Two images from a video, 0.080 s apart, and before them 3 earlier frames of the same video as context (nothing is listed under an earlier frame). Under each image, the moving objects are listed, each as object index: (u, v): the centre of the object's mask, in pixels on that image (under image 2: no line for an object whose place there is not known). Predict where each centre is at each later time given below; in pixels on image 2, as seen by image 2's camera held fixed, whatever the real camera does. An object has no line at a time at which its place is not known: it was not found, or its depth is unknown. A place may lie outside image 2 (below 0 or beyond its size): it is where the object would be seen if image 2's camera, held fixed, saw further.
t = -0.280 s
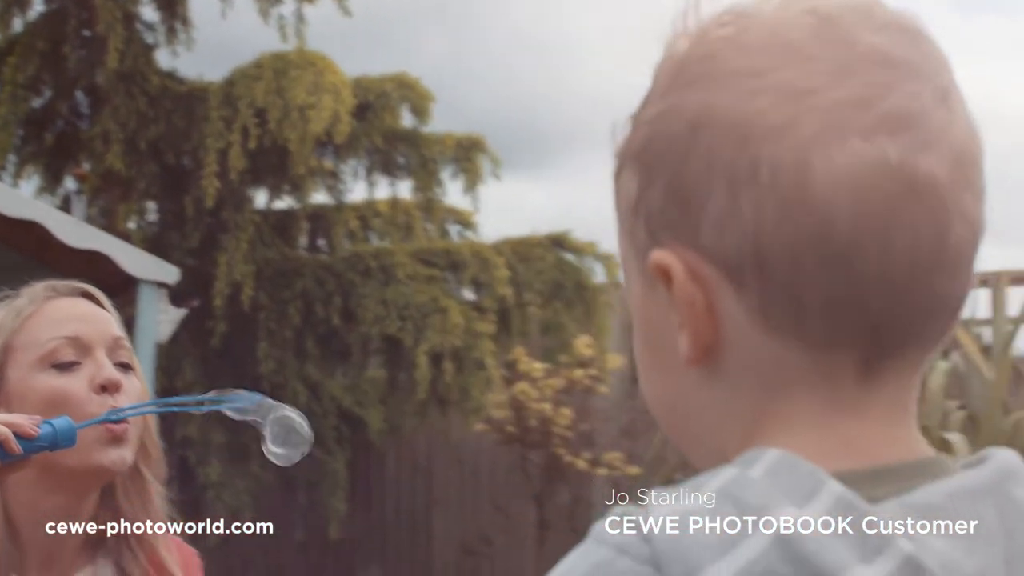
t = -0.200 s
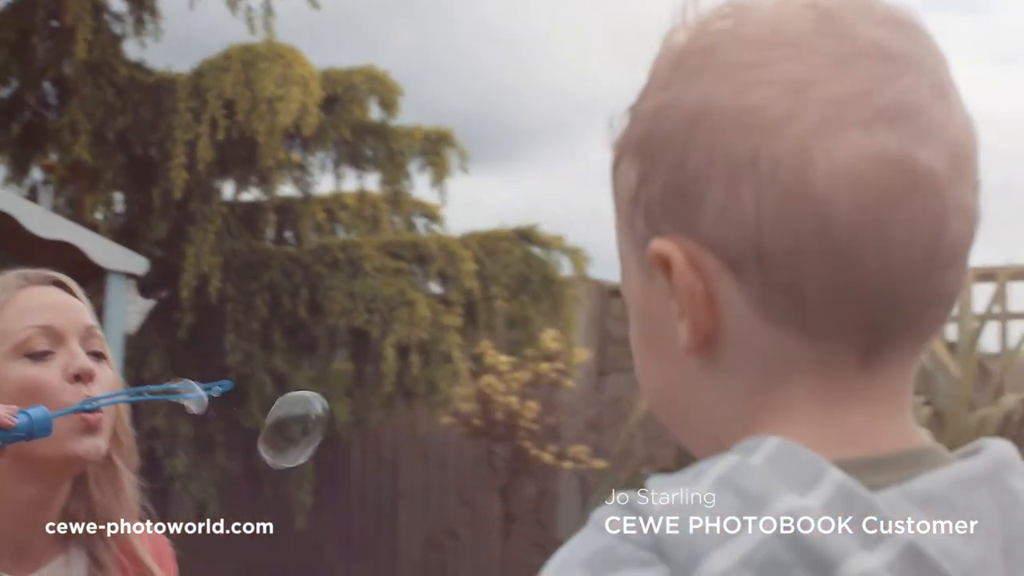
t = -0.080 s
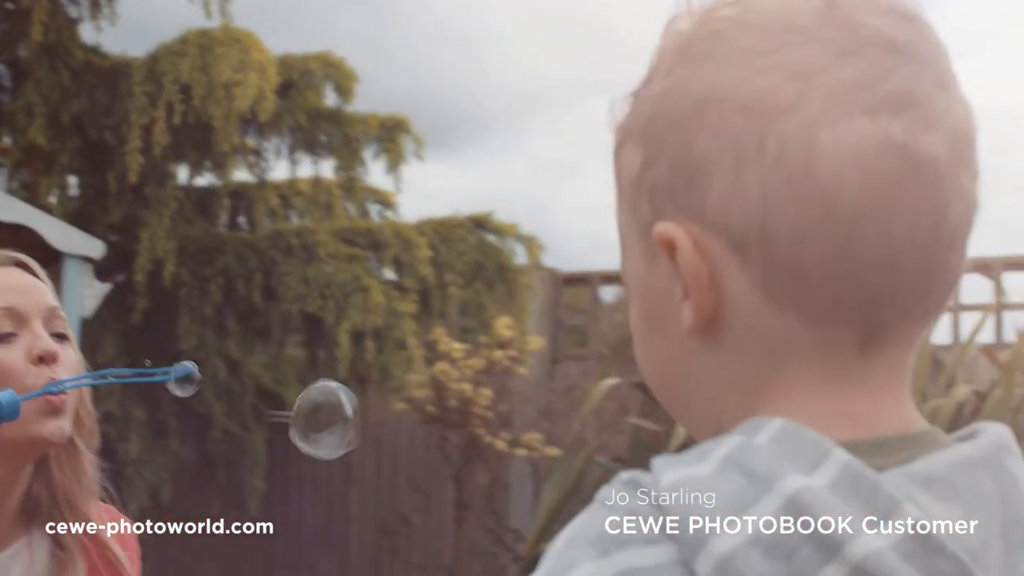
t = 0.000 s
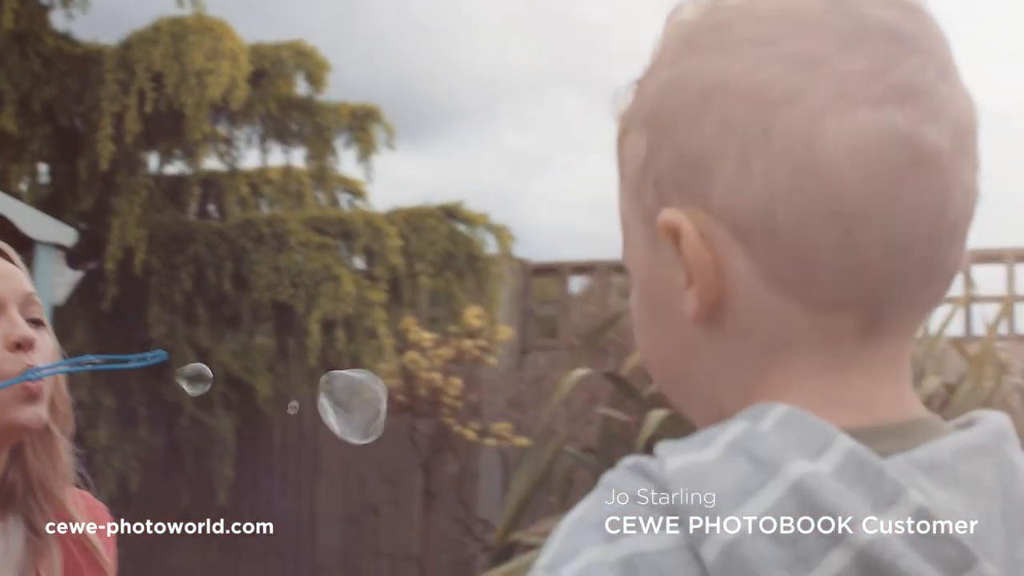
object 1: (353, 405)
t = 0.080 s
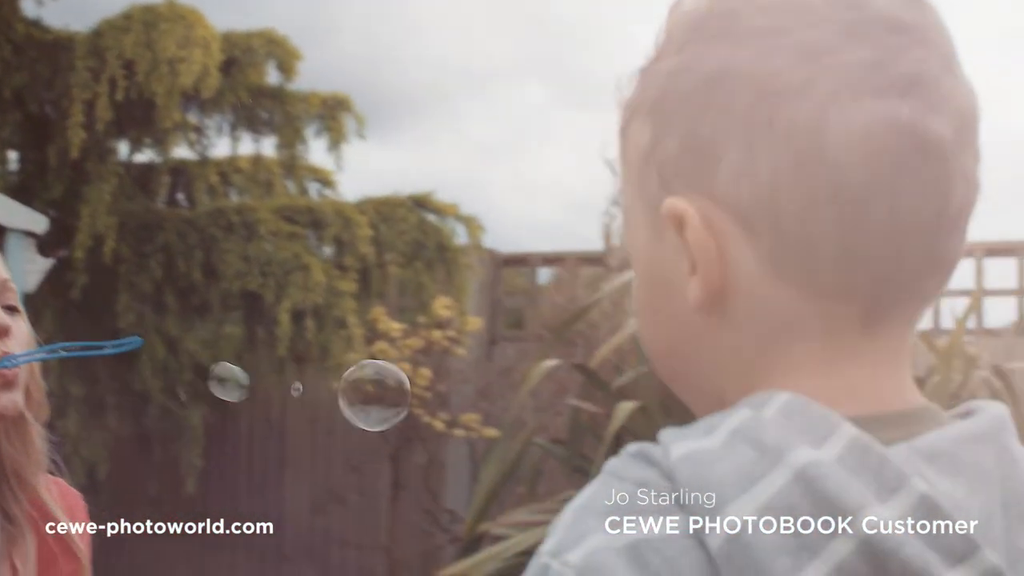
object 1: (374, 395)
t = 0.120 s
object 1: (388, 398)
